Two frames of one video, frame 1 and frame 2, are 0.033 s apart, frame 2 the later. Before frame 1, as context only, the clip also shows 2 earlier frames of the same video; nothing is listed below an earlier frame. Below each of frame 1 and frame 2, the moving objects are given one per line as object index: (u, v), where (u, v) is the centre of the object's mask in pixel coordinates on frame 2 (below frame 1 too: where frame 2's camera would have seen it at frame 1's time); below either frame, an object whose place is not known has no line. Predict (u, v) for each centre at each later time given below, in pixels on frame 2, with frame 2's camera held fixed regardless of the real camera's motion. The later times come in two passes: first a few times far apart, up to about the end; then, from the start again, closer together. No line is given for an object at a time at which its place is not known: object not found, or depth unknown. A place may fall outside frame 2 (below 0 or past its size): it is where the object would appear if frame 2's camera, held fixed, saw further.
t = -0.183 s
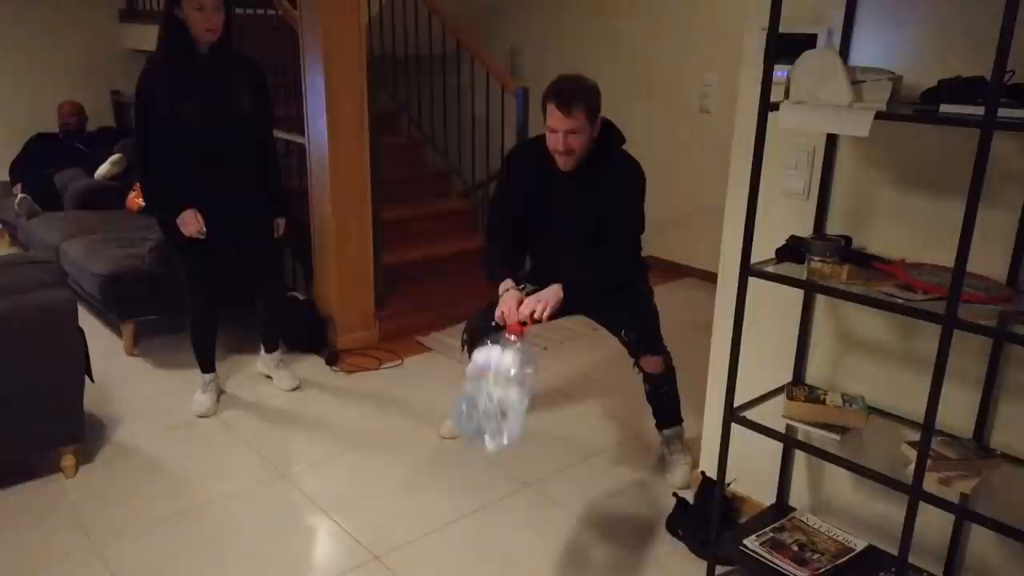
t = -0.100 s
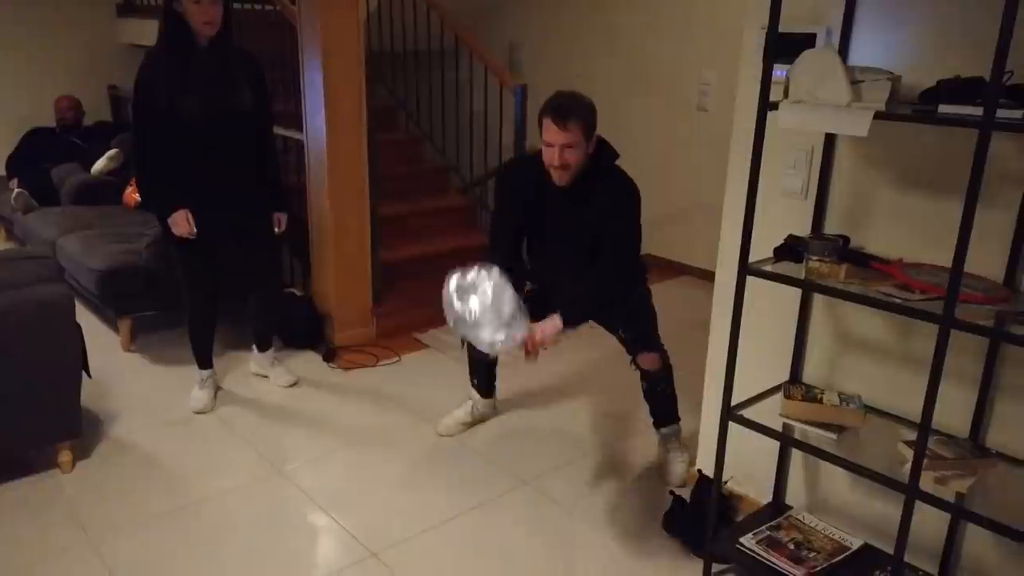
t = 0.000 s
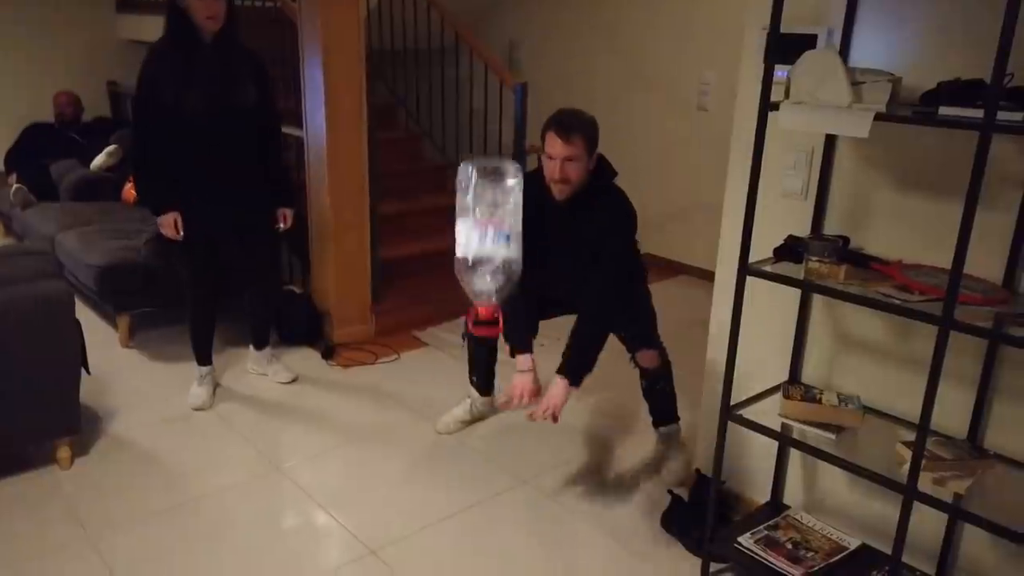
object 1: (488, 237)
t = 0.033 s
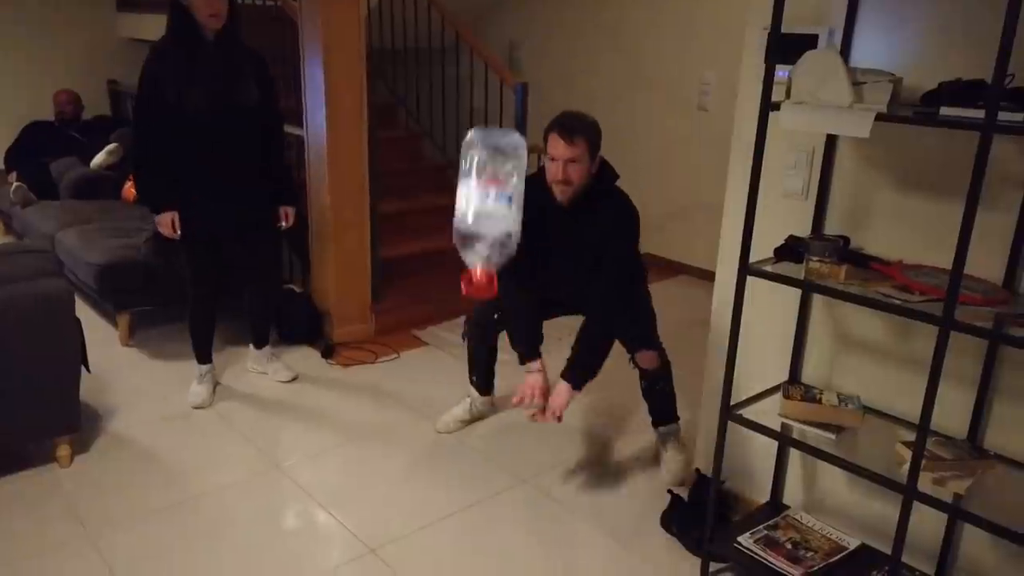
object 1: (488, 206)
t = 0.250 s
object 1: (499, 111)
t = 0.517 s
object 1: (505, 266)
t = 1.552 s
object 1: (528, 427)
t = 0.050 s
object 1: (489, 191)
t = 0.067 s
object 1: (489, 176)
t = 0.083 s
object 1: (490, 164)
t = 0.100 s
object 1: (491, 152)
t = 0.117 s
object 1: (492, 140)
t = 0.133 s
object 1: (493, 131)
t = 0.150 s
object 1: (494, 124)
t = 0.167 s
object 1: (495, 118)
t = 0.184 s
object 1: (496, 114)
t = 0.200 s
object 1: (497, 111)
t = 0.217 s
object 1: (497, 110)
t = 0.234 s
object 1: (498, 110)
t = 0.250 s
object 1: (499, 111)
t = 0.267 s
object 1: (499, 114)
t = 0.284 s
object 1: (500, 117)
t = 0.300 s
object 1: (501, 121)
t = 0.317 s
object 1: (501, 127)
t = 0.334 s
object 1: (501, 134)
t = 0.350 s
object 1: (502, 143)
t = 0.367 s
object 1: (502, 152)
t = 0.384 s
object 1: (502, 161)
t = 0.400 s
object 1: (502, 170)
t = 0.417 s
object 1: (503, 183)
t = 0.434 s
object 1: (504, 195)
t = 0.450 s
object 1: (504, 208)
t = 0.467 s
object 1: (504, 220)
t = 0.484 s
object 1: (505, 235)
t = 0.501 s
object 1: (505, 250)
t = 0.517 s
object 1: (505, 266)
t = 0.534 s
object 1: (505, 281)
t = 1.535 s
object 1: (528, 427)
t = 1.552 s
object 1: (528, 427)
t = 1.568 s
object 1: (528, 427)
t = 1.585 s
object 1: (528, 427)
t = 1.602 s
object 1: (528, 427)
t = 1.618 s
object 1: (528, 427)
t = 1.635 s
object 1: (529, 427)
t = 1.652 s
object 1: (528, 427)
